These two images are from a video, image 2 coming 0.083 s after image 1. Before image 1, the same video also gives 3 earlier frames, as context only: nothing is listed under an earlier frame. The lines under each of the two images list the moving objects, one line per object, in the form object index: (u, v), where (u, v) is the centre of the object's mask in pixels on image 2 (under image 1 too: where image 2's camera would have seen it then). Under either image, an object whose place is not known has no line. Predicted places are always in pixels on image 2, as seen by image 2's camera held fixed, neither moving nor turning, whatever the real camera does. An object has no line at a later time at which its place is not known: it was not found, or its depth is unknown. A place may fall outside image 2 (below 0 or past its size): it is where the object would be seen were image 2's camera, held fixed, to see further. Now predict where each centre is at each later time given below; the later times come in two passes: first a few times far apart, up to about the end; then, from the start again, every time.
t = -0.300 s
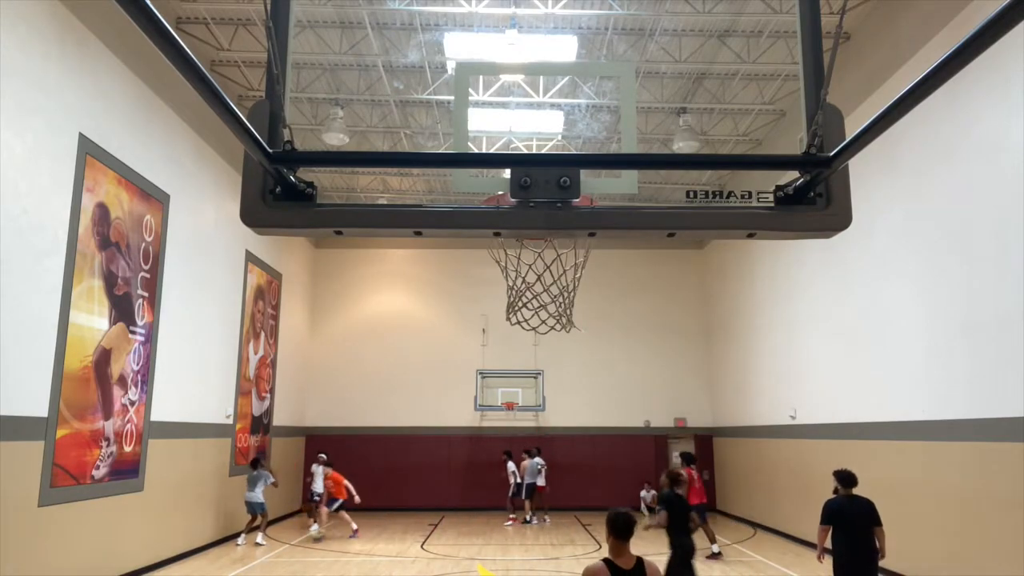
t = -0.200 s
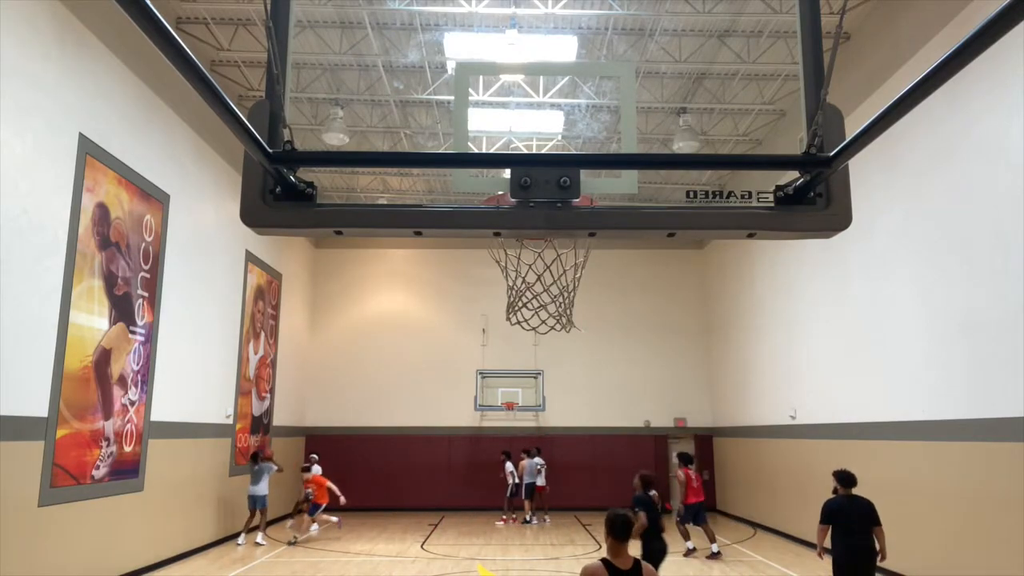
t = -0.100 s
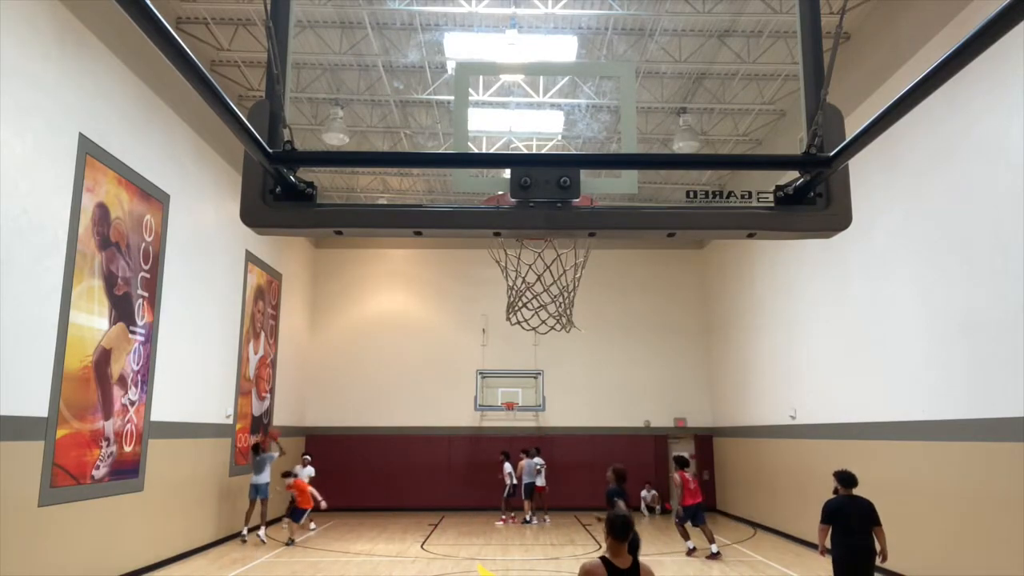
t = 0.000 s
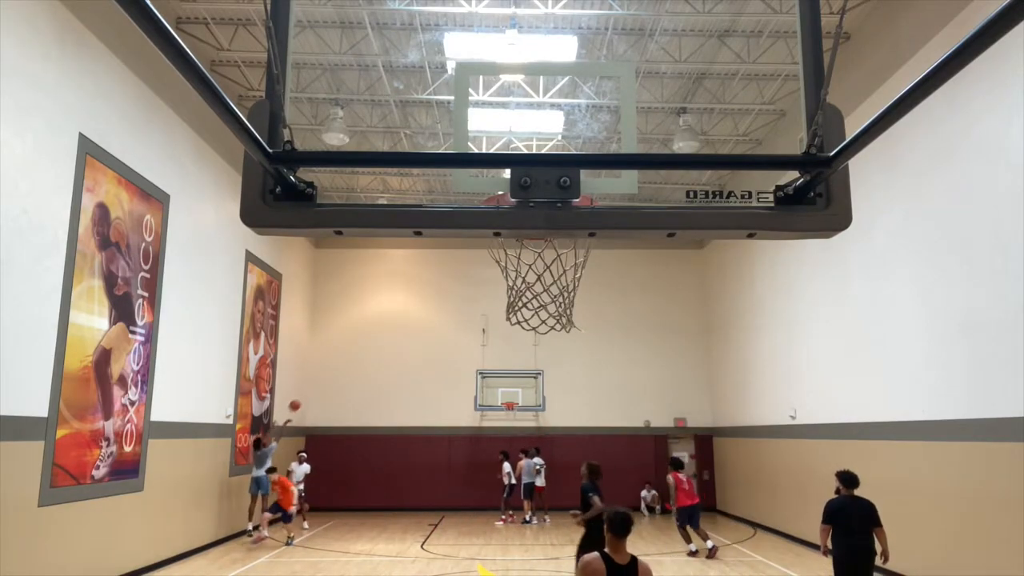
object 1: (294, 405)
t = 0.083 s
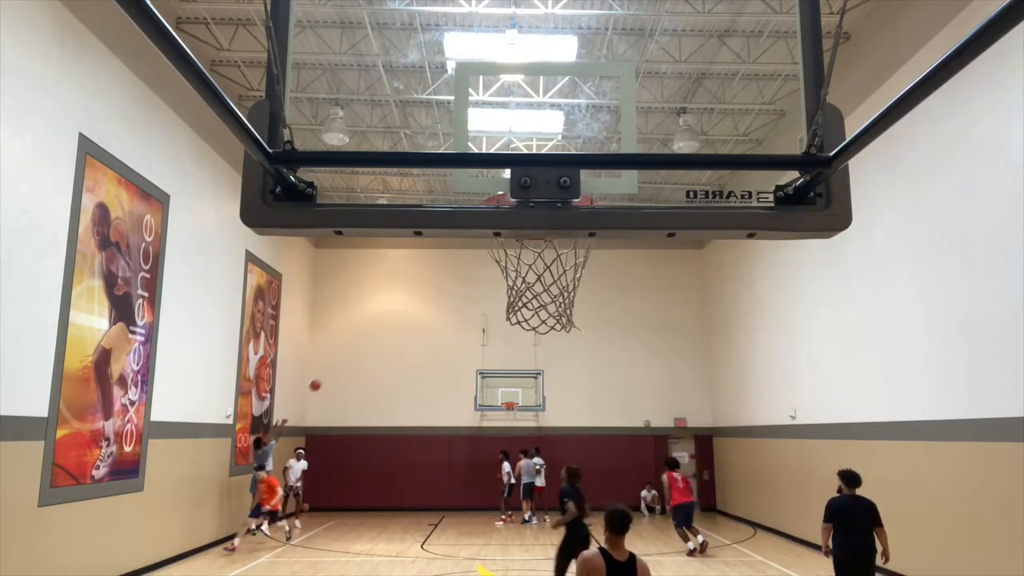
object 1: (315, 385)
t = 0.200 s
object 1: (342, 363)
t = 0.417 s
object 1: (387, 339)
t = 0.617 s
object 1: (425, 336)
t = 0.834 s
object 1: (462, 348)
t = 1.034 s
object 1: (494, 374)
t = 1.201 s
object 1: (516, 398)
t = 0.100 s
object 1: (319, 382)
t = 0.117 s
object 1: (323, 378)
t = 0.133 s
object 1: (327, 375)
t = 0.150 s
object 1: (330, 372)
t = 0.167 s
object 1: (335, 368)
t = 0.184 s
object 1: (338, 365)
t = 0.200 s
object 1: (342, 363)
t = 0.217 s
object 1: (346, 360)
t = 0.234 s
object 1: (349, 358)
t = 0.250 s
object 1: (353, 355)
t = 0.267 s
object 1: (356, 353)
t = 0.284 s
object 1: (360, 351)
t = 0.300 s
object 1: (363, 349)
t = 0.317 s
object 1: (367, 348)
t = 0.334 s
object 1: (370, 346)
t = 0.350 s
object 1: (374, 344)
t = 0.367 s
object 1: (377, 343)
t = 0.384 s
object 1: (380, 342)
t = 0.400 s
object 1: (384, 340)
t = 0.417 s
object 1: (387, 339)
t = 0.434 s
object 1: (390, 338)
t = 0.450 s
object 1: (393, 338)
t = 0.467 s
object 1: (397, 337)
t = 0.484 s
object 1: (400, 336)
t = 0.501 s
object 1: (403, 336)
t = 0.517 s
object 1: (406, 335)
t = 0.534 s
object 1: (409, 335)
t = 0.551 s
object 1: (412, 335)
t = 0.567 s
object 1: (416, 335)
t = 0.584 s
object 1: (418, 335)
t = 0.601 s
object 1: (422, 335)
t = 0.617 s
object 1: (425, 336)
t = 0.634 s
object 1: (428, 336)
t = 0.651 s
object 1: (431, 336)
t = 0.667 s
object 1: (433, 337)
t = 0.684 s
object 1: (436, 338)
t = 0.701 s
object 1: (439, 338)
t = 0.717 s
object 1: (442, 339)
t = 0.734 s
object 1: (445, 340)
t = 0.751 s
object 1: (448, 341)
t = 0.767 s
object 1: (451, 342)
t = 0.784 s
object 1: (454, 344)
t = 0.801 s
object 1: (456, 345)
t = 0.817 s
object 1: (459, 346)
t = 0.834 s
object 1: (462, 348)
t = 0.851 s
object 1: (465, 350)
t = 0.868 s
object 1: (467, 352)
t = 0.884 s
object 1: (470, 353)
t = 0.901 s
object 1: (473, 355)
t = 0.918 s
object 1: (476, 357)
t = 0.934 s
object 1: (478, 359)
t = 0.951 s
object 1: (481, 361)
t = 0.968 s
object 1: (483, 364)
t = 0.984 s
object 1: (486, 366)
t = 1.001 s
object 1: (489, 369)
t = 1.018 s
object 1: (491, 371)
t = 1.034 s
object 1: (494, 374)
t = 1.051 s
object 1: (497, 377)
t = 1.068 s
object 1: (499, 380)
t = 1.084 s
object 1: (502, 383)
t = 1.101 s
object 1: (504, 385)
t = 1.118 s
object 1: (507, 389)
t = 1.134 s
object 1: (509, 392)
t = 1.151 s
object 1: (512, 395)
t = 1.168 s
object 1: (514, 398)
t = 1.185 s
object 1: (515, 399)
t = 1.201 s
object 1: (516, 398)
